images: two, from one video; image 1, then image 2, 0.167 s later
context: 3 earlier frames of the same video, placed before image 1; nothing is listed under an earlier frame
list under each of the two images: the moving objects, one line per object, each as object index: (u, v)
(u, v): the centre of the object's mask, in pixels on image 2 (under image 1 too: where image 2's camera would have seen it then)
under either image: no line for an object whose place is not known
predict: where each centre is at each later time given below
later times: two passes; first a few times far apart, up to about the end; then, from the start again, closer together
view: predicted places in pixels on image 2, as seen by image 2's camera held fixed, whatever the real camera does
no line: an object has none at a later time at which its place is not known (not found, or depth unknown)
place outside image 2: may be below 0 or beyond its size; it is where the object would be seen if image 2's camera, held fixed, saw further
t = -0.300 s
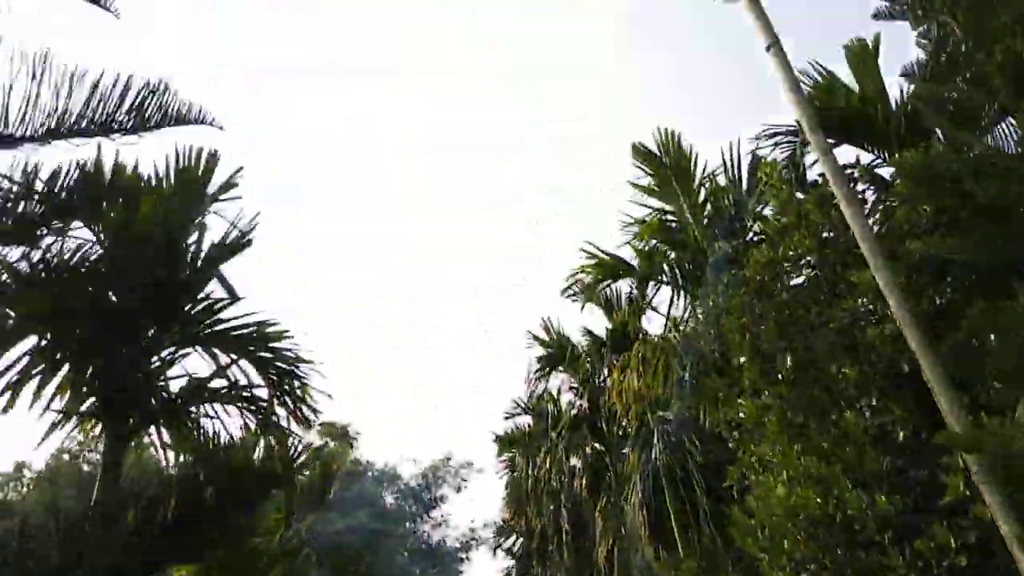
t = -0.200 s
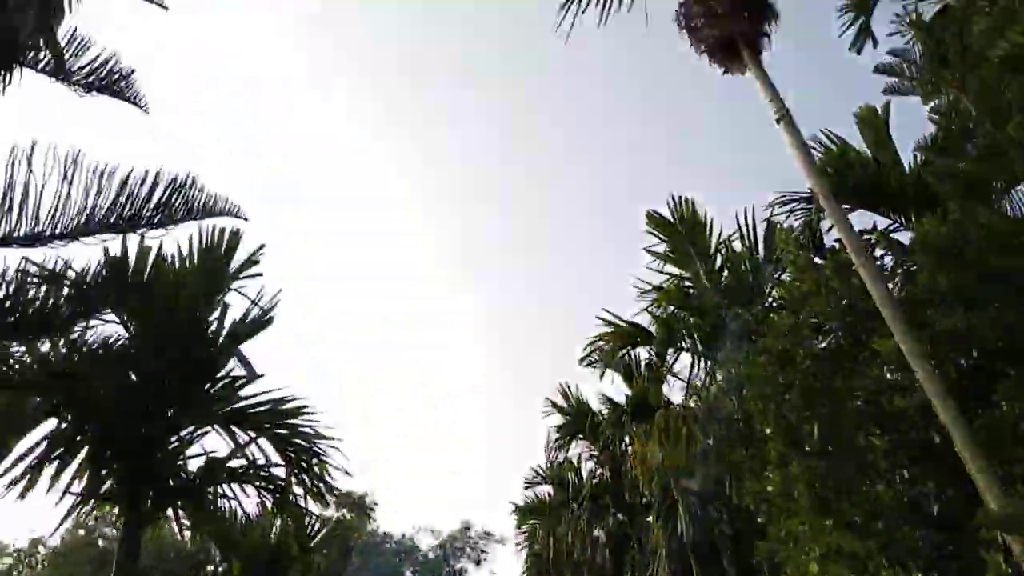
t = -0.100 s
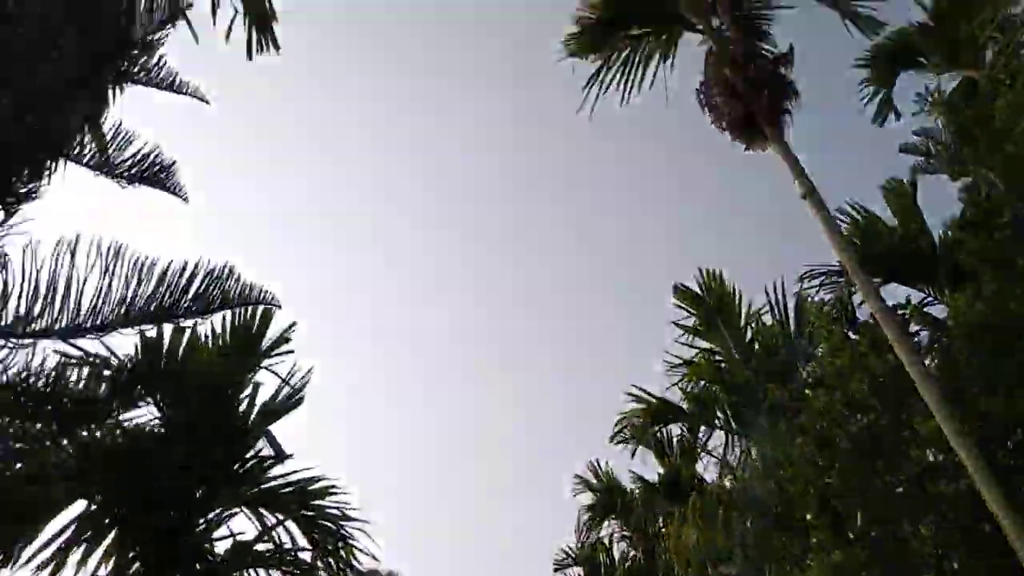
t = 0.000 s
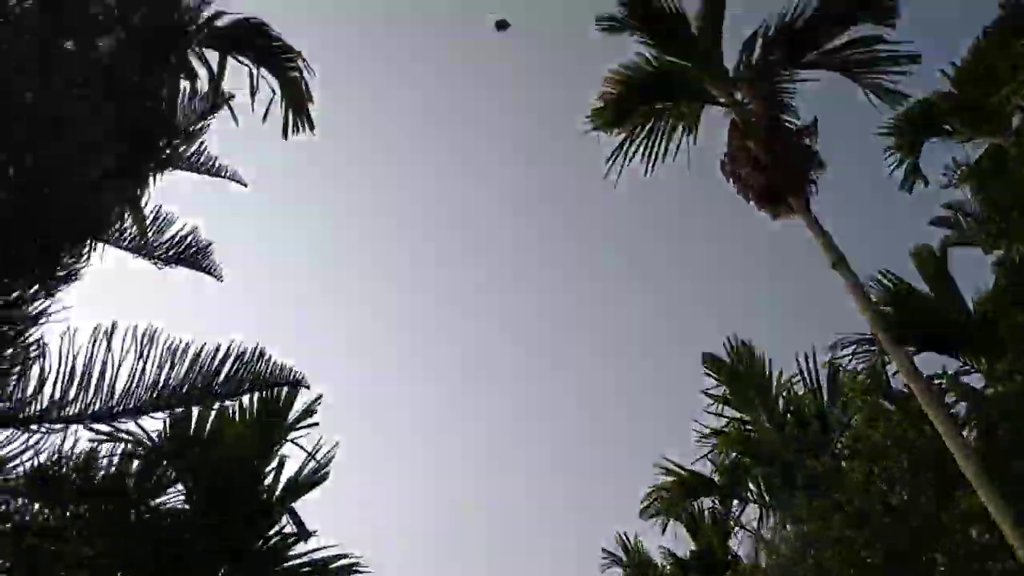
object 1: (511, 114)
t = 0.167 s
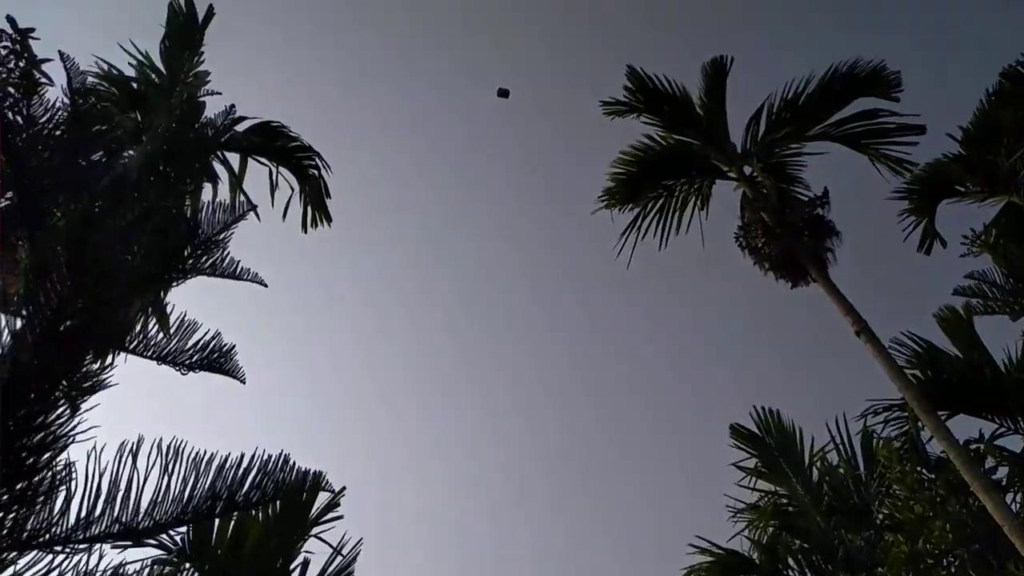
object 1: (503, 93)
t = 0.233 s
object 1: (499, 86)
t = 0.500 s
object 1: (490, 71)
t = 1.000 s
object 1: (477, 82)
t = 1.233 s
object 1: (469, 104)
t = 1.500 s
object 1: (459, 143)
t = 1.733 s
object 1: (444, 192)
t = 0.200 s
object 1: (502, 89)
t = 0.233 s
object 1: (499, 86)
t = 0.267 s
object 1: (498, 83)
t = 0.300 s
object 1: (497, 81)
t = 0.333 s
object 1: (495, 79)
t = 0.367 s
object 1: (495, 77)
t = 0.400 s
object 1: (493, 75)
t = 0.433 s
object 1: (492, 74)
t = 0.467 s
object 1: (492, 72)
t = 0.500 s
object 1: (490, 71)
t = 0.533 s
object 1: (489, 71)
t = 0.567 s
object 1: (489, 70)
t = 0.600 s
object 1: (487, 70)
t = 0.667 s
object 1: (486, 69)
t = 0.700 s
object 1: (485, 70)
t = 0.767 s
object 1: (483, 70)
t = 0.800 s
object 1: (482, 72)
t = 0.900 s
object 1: (480, 76)
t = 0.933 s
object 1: (480, 78)
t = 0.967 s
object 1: (478, 80)
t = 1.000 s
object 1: (477, 82)
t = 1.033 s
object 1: (476, 84)
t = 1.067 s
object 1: (475, 87)
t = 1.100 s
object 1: (474, 90)
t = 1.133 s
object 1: (474, 93)
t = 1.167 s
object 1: (472, 96)
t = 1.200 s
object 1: (471, 100)
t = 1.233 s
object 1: (469, 104)
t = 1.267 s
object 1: (468, 108)
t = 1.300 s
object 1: (467, 112)
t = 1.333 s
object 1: (466, 116)
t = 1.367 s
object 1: (465, 121)
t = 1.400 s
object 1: (464, 126)
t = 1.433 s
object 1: (462, 132)
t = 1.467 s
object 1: (460, 137)
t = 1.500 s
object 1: (459, 143)
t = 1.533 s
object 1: (457, 149)
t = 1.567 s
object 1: (455, 155)
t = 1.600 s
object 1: (453, 162)
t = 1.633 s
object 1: (450, 169)
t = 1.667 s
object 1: (449, 176)
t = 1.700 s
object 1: (447, 184)
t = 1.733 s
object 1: (444, 192)
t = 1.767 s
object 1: (441, 200)
